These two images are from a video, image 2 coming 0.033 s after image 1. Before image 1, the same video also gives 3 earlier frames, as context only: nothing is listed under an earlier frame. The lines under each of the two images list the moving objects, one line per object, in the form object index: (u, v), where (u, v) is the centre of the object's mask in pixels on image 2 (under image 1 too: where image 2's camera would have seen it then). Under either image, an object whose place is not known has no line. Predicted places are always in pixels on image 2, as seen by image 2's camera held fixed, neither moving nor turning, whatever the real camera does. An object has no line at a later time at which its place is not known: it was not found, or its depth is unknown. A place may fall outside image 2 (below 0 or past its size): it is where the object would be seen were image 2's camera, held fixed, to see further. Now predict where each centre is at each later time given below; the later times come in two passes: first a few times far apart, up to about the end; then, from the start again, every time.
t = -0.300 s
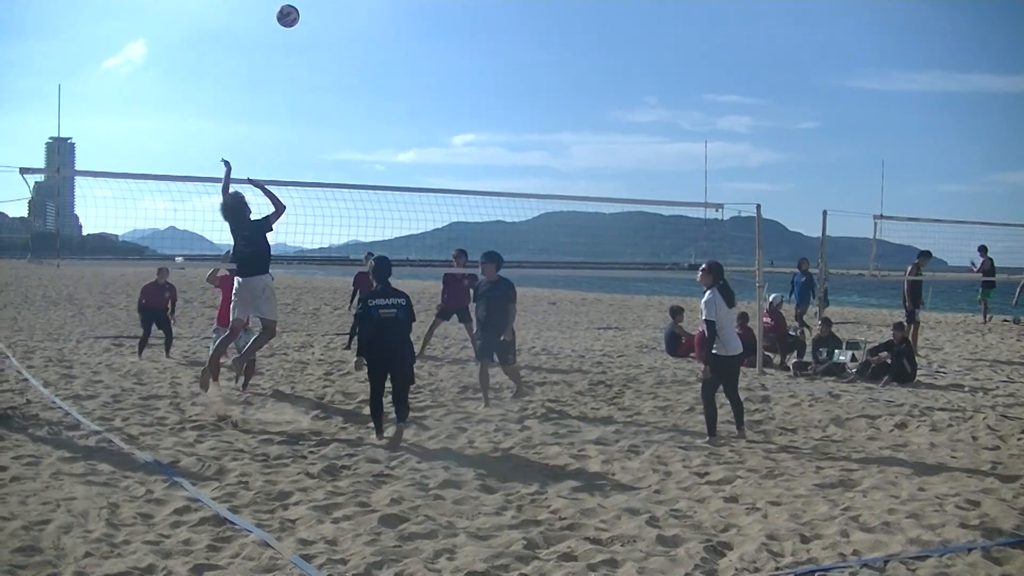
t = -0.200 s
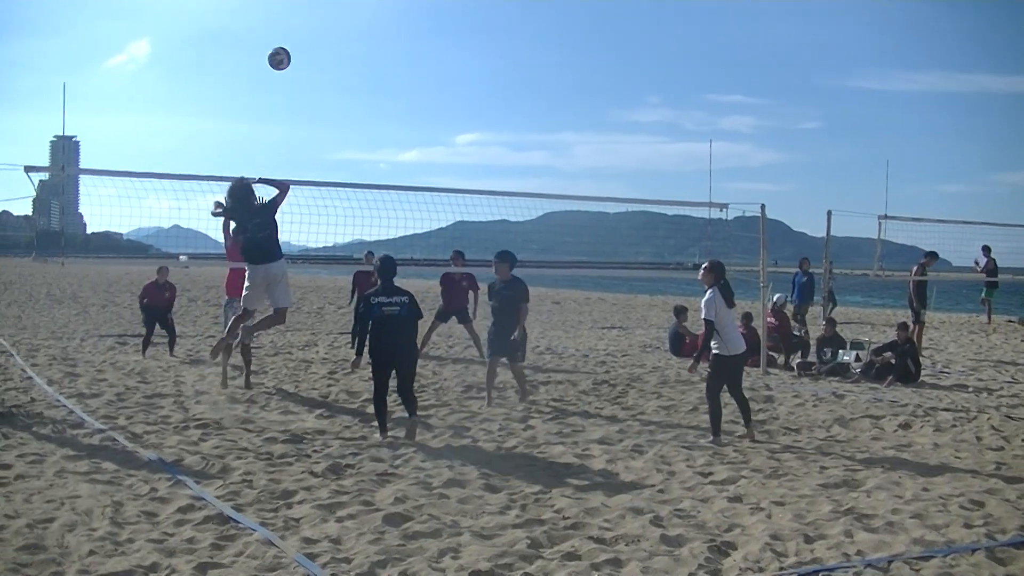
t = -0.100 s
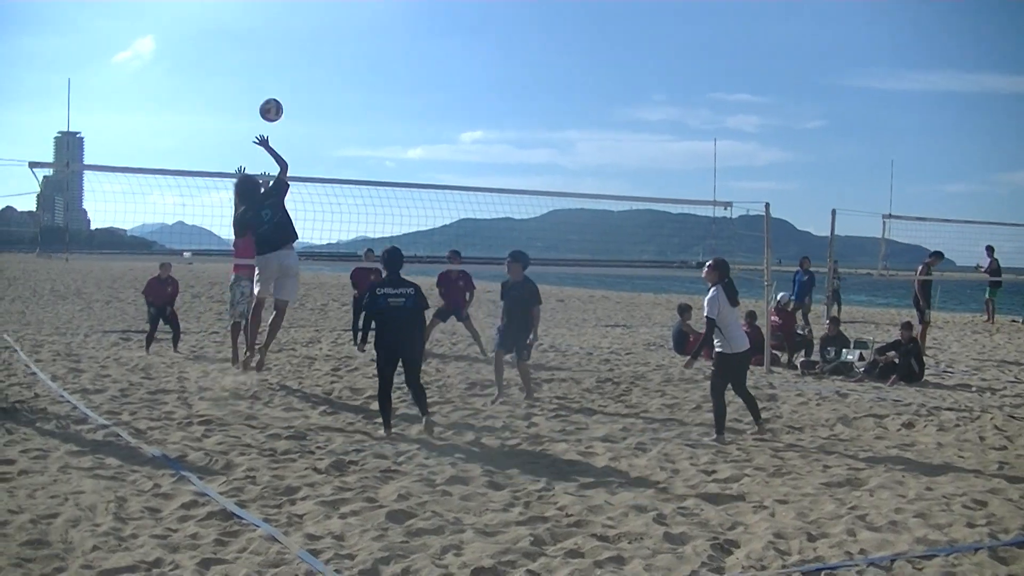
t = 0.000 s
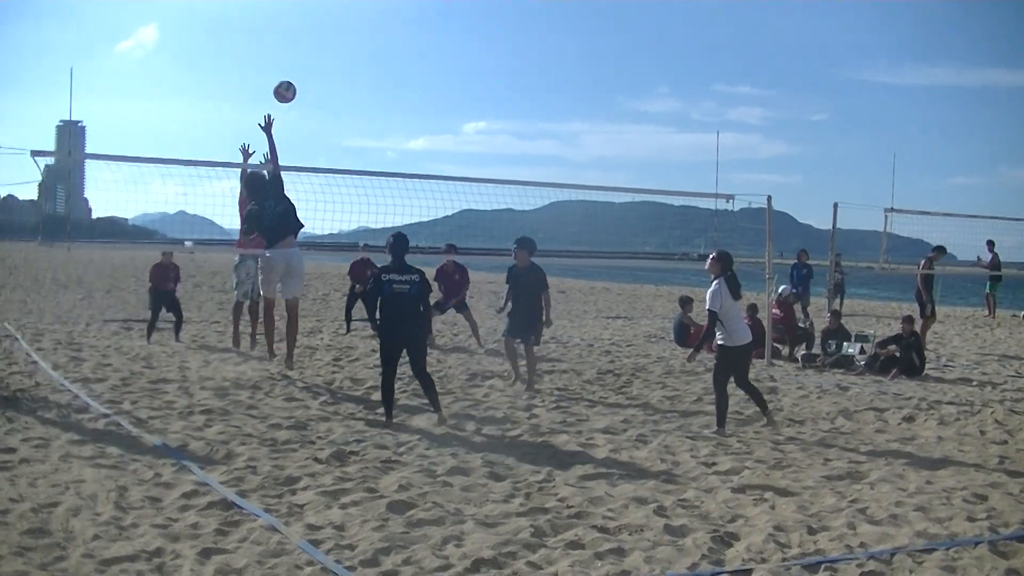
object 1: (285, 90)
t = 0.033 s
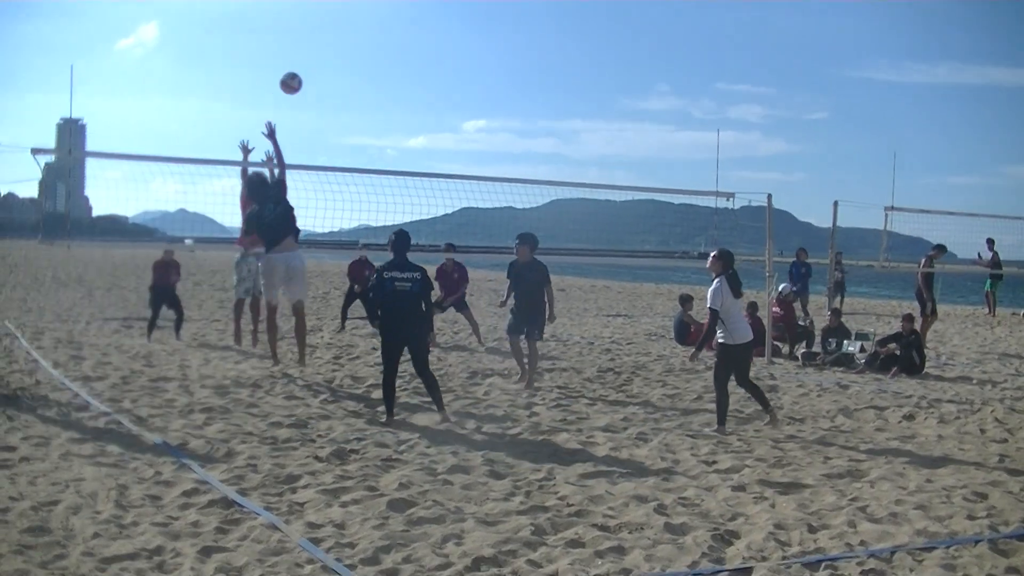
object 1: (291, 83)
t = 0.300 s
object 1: (326, 76)
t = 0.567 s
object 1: (346, 132)
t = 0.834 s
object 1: (359, 232)
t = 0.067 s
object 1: (296, 78)
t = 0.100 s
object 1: (301, 74)
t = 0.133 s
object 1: (306, 72)
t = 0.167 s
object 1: (311, 71)
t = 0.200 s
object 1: (315, 70)
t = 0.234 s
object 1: (319, 71)
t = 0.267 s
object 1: (322, 73)
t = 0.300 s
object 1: (326, 76)
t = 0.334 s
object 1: (329, 80)
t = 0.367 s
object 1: (331, 85)
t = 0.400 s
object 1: (334, 91)
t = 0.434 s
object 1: (337, 97)
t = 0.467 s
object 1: (339, 104)
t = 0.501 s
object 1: (342, 113)
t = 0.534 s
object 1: (344, 122)
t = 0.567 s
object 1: (346, 132)
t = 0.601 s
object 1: (347, 142)
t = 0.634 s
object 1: (349, 153)
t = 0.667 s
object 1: (351, 163)
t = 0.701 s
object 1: (353, 179)
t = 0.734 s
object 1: (355, 190)
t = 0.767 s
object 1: (357, 203)
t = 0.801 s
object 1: (358, 217)
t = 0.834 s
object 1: (359, 232)
